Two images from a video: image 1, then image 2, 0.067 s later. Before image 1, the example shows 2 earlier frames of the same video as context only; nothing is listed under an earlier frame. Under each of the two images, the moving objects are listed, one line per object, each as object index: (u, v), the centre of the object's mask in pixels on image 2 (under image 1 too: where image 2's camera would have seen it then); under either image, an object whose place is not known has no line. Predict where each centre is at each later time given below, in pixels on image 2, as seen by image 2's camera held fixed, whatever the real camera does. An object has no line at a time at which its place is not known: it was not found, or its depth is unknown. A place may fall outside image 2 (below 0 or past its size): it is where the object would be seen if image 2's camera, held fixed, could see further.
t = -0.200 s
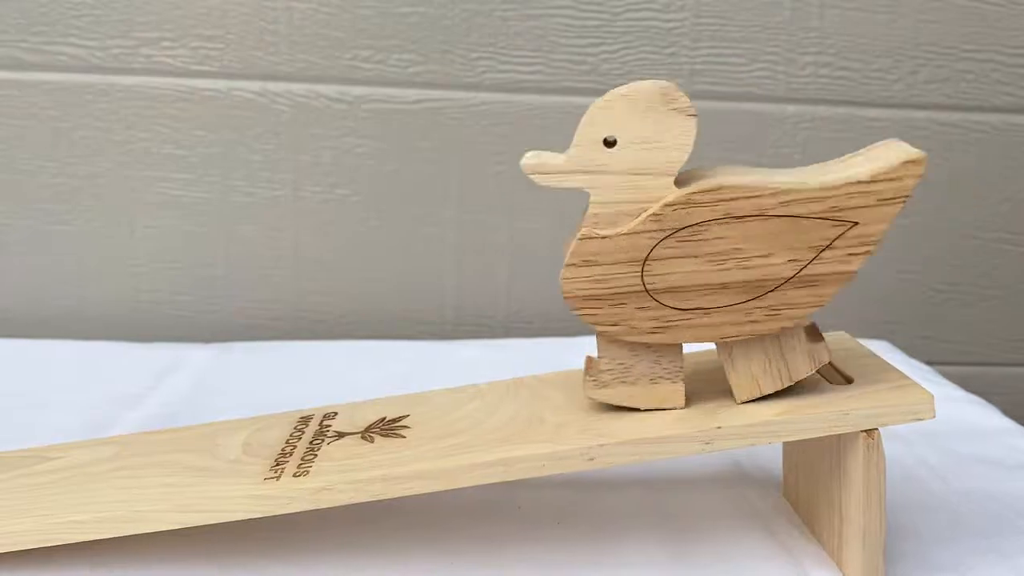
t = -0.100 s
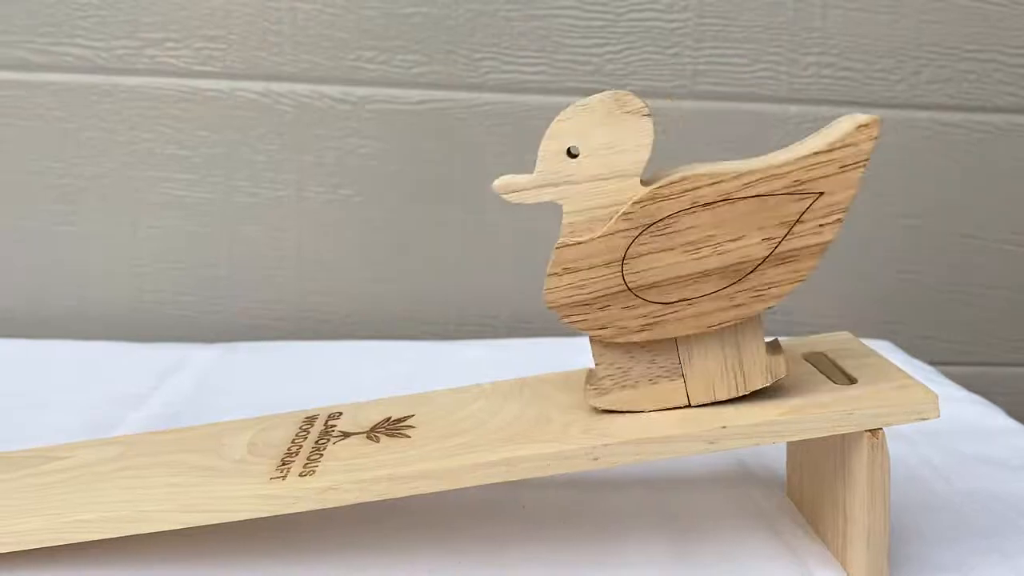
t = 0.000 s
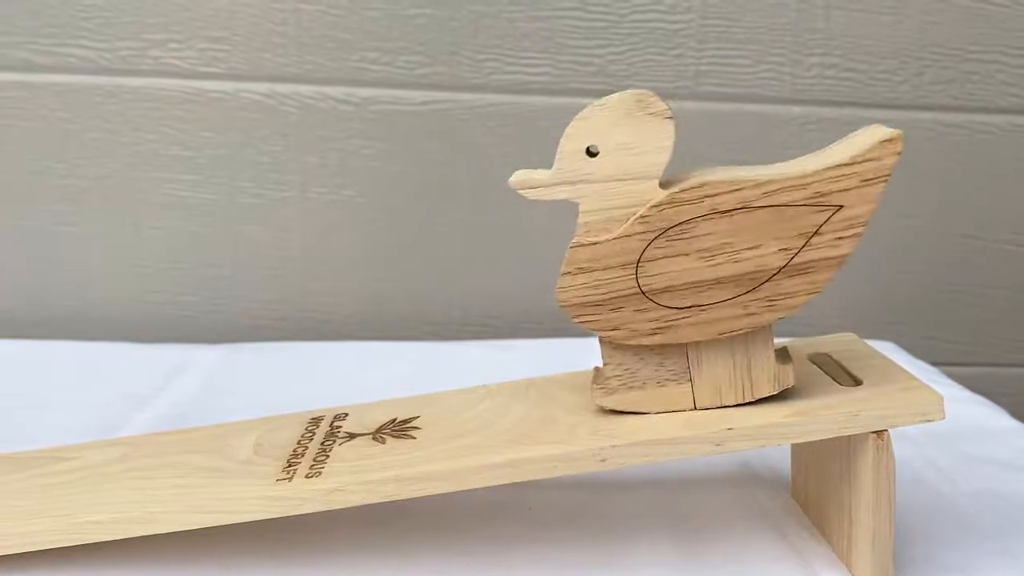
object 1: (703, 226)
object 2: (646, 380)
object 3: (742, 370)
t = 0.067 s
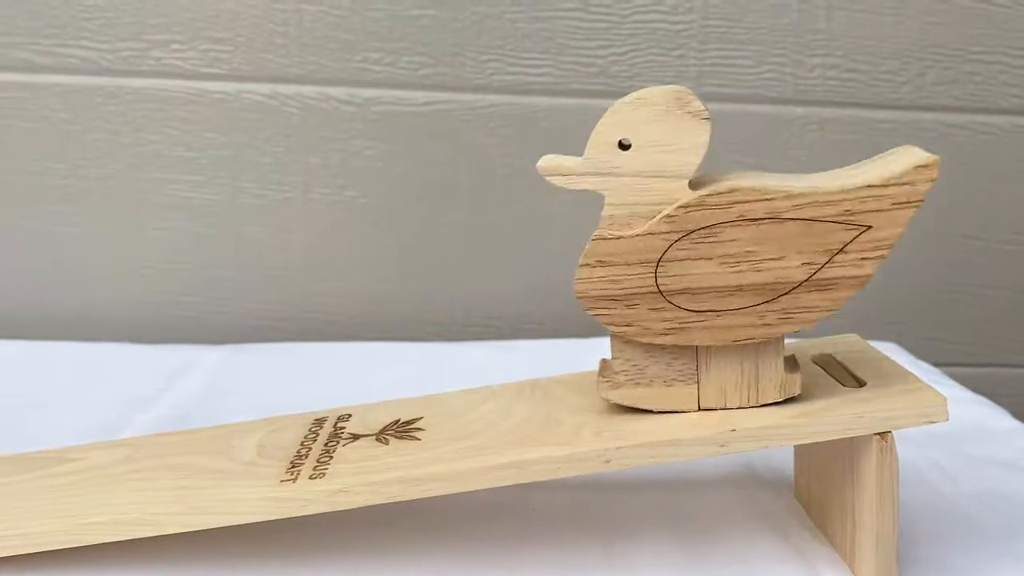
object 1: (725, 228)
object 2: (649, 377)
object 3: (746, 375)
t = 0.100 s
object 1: (735, 230)
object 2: (651, 374)
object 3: (748, 376)
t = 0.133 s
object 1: (739, 230)
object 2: (647, 369)
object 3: (748, 376)
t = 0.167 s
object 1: (732, 232)
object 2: (628, 365)
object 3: (746, 377)
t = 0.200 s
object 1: (717, 236)
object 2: (605, 362)
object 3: (741, 380)
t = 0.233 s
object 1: (703, 236)
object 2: (603, 371)
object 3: (739, 377)
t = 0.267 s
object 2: (600, 380)
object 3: (736, 374)
